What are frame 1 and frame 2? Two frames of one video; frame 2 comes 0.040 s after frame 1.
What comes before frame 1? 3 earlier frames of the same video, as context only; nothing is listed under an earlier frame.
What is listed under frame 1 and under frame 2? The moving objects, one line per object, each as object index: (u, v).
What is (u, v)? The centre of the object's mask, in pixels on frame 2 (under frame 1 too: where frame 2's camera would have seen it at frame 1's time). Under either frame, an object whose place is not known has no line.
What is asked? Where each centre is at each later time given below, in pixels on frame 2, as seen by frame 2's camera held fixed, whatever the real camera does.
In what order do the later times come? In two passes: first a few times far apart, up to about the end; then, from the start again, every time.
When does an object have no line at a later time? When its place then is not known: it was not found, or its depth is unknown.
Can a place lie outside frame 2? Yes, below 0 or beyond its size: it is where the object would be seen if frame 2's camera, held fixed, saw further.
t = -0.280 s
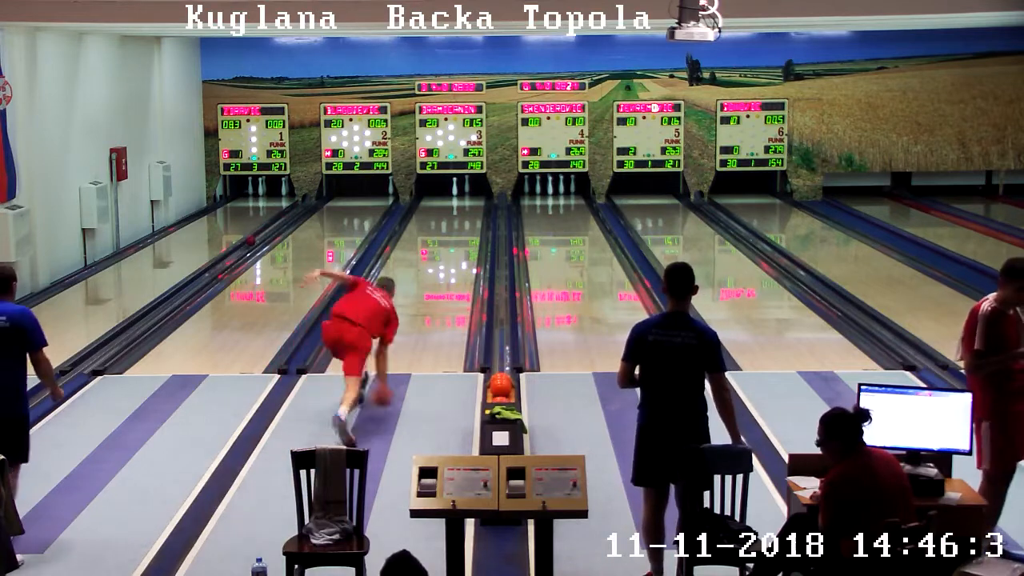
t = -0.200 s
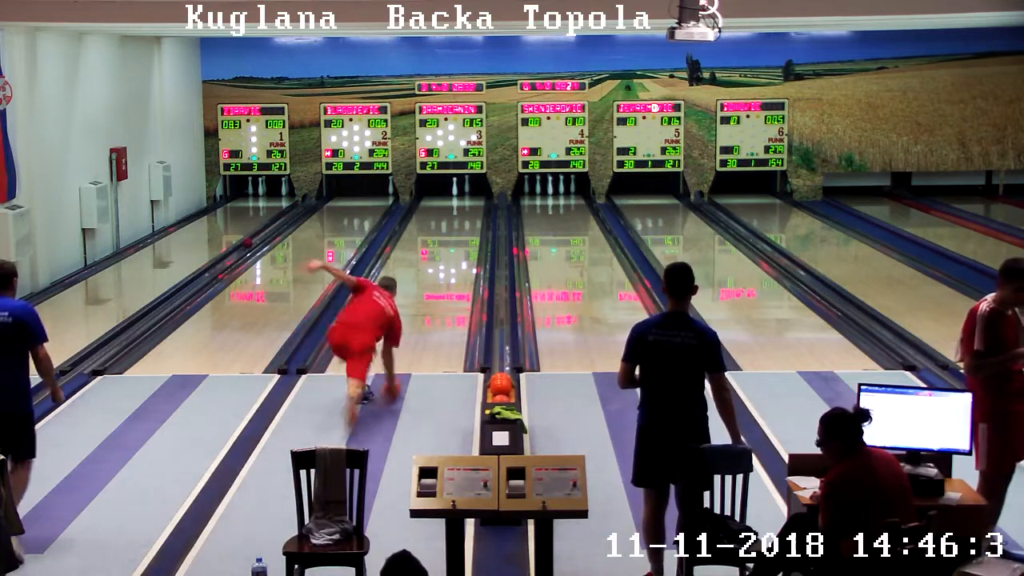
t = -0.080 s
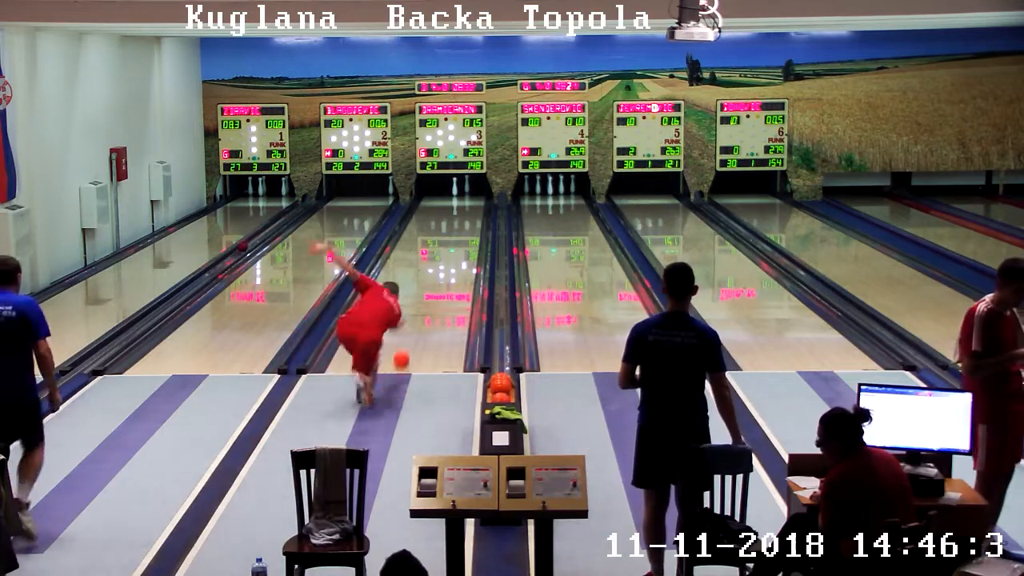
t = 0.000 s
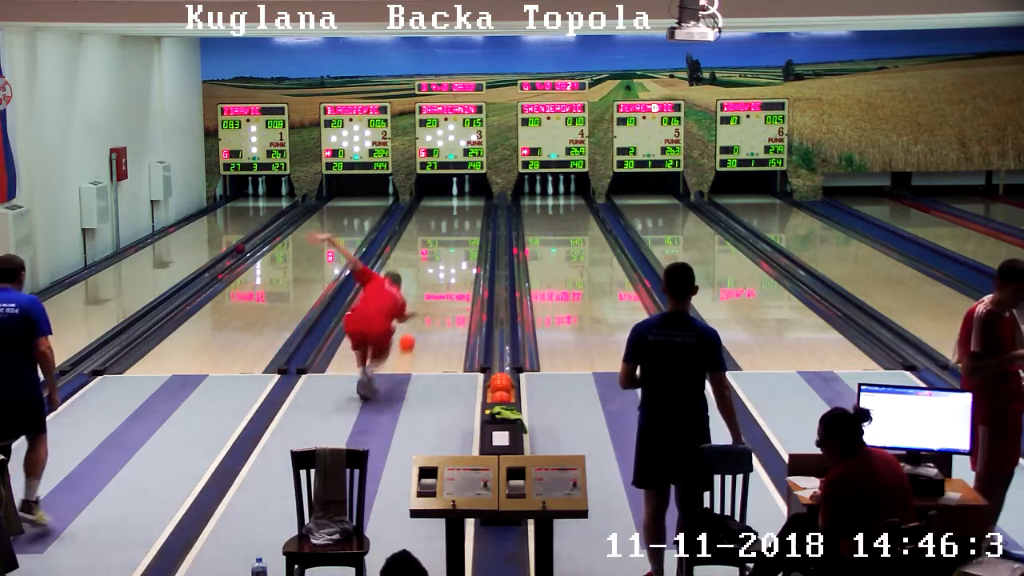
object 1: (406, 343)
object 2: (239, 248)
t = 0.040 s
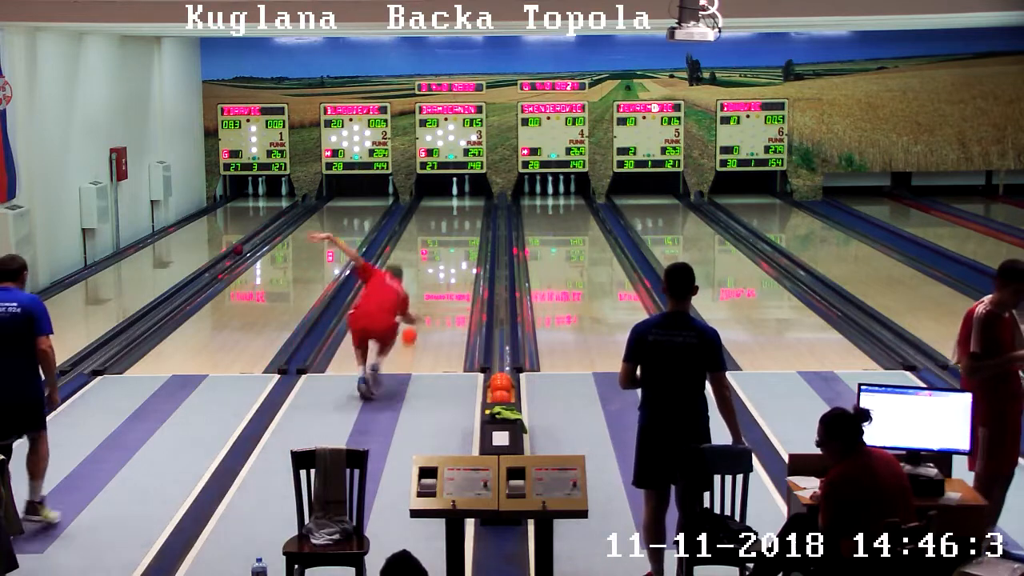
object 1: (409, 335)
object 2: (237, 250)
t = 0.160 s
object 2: (232, 253)
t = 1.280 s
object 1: (447, 219)
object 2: (177, 294)
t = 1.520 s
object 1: (451, 206)
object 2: (162, 304)
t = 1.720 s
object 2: (149, 314)
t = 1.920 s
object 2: (135, 324)
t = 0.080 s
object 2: (235, 251)
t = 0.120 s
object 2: (234, 253)
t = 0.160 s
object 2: (232, 253)
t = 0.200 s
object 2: (230, 255)
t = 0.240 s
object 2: (229, 256)
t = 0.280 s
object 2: (227, 258)
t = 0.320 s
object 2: (226, 258)
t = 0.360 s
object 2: (224, 260)
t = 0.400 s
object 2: (222, 261)
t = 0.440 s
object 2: (221, 263)
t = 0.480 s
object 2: (219, 263)
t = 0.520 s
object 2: (217, 264)
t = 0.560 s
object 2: (215, 266)
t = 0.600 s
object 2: (213, 267)
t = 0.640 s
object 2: (211, 268)
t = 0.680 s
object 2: (209, 270)
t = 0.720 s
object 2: (207, 272)
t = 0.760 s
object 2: (205, 274)
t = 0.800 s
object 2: (203, 275)
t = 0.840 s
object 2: (201, 276)
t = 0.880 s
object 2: (199, 278)
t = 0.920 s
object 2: (198, 279)
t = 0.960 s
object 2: (195, 281)
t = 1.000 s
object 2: (193, 282)
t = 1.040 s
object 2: (191, 284)
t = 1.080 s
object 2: (188, 286)
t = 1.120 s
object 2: (186, 288)
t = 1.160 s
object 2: (184, 289)
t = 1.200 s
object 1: (446, 223)
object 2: (182, 290)
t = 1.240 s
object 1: (446, 220)
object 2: (179, 292)
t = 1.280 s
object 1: (447, 219)
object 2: (177, 294)
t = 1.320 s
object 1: (447, 214)
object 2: (175, 295)
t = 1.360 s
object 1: (448, 214)
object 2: (172, 298)
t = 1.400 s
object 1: (449, 214)
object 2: (170, 300)
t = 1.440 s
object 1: (450, 209)
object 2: (167, 301)
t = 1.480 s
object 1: (450, 208)
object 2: (165, 303)
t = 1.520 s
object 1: (451, 206)
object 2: (162, 304)
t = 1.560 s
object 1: (452, 204)
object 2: (160, 306)
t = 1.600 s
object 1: (452, 202)
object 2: (158, 308)
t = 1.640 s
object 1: (452, 201)
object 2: (155, 310)
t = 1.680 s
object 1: (453, 199)
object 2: (152, 312)
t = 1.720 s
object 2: (149, 314)
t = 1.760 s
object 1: (454, 195)
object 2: (146, 316)
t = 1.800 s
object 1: (455, 193)
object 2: (144, 318)
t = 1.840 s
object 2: (141, 320)
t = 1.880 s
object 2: (138, 322)
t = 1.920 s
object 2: (135, 324)
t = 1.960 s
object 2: (133, 327)
